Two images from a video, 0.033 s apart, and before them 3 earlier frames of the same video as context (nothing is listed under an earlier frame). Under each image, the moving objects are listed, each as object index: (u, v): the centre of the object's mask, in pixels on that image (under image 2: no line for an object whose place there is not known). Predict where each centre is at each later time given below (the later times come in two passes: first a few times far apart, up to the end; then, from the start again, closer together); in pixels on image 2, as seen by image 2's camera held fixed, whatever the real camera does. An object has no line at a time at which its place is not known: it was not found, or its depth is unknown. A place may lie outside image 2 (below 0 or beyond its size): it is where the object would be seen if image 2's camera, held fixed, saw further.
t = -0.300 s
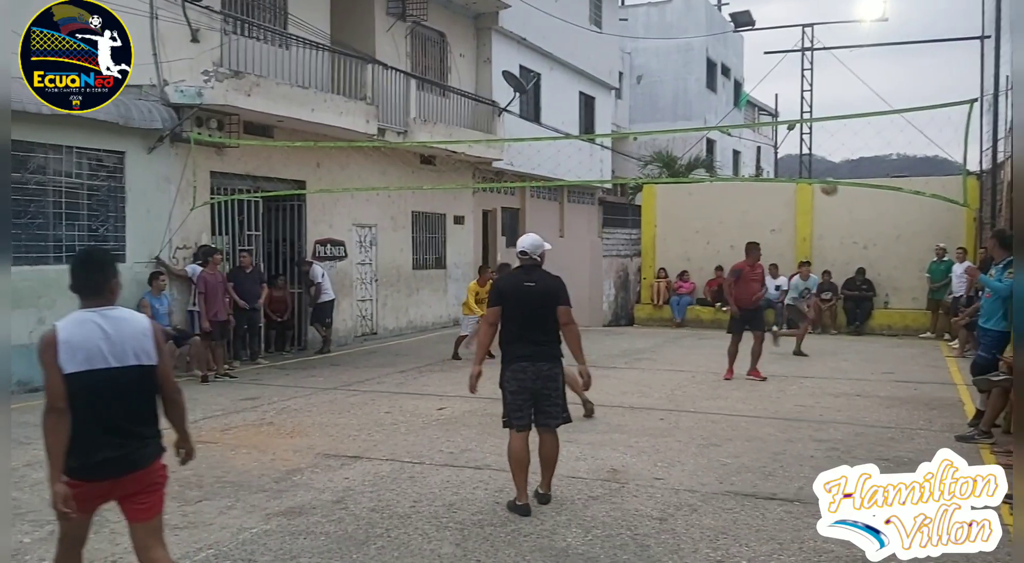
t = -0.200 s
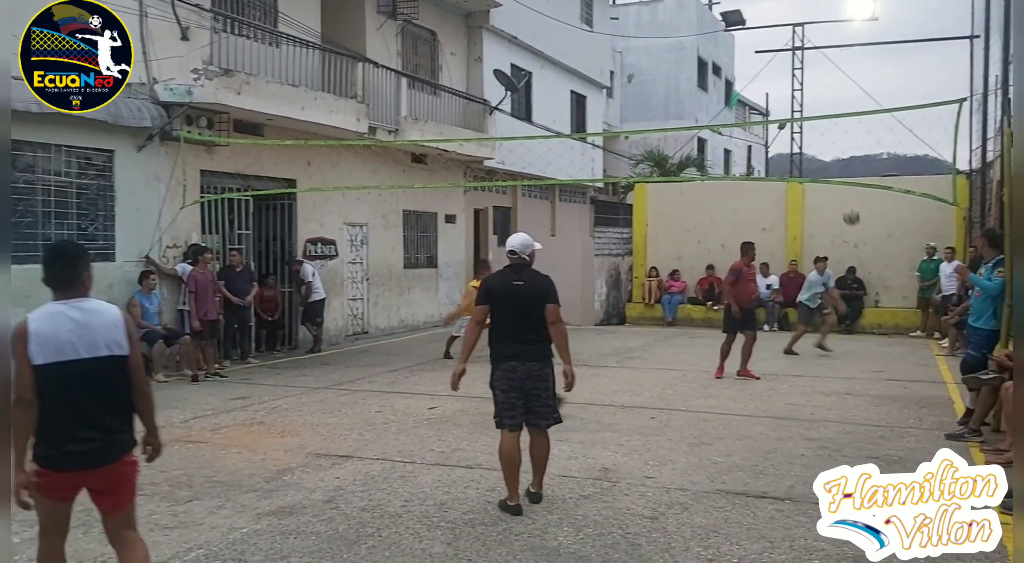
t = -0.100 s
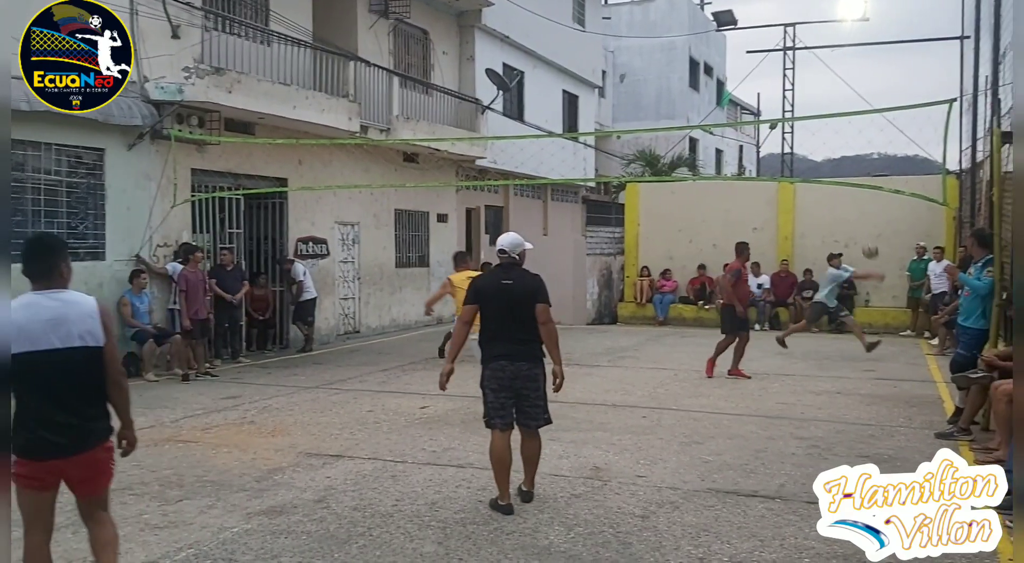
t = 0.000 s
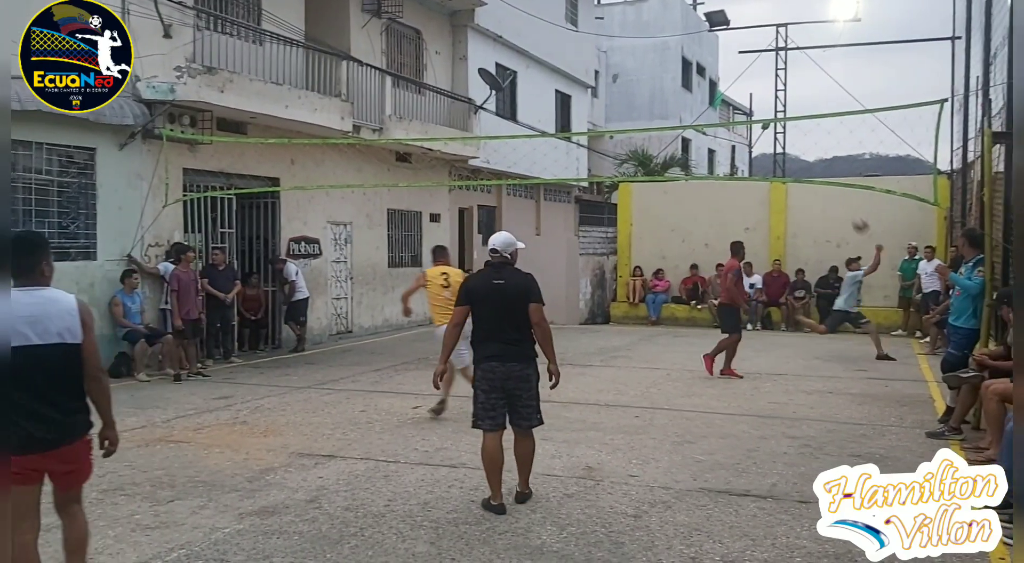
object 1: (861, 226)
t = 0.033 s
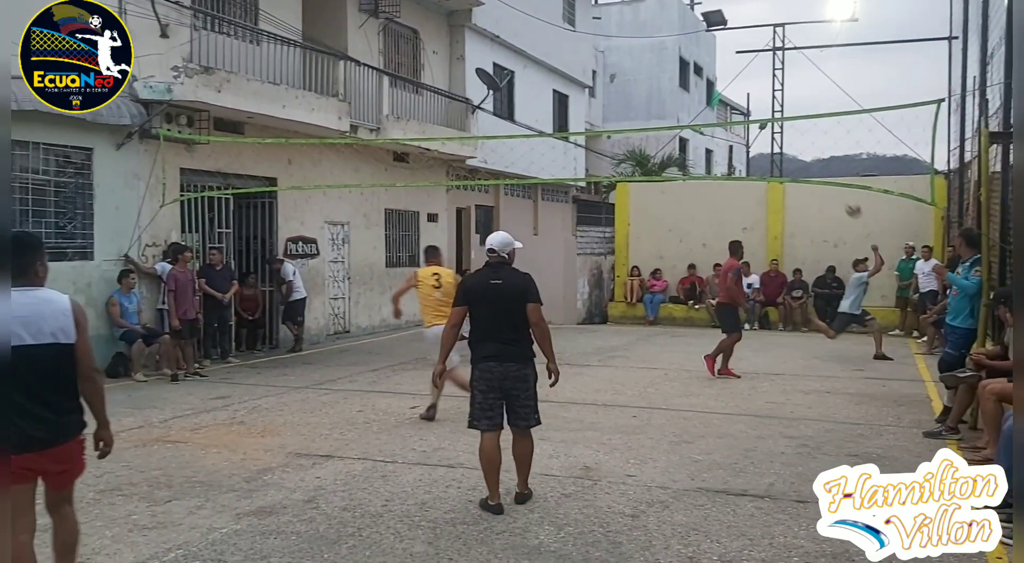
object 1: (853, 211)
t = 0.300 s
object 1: (817, 108)
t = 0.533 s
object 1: (781, 60)
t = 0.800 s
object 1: (737, 50)
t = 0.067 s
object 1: (849, 196)
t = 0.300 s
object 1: (817, 108)
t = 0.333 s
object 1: (812, 100)
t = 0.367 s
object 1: (807, 92)
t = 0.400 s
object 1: (802, 84)
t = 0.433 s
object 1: (797, 77)
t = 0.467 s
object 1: (792, 70)
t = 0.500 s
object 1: (787, 65)
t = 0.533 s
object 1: (781, 60)
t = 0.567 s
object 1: (777, 56)
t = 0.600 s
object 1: (771, 52)
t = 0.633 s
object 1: (765, 50)
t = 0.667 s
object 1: (760, 48)
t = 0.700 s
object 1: (754, 47)
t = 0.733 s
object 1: (749, 47)
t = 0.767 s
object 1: (743, 48)
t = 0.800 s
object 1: (737, 50)
